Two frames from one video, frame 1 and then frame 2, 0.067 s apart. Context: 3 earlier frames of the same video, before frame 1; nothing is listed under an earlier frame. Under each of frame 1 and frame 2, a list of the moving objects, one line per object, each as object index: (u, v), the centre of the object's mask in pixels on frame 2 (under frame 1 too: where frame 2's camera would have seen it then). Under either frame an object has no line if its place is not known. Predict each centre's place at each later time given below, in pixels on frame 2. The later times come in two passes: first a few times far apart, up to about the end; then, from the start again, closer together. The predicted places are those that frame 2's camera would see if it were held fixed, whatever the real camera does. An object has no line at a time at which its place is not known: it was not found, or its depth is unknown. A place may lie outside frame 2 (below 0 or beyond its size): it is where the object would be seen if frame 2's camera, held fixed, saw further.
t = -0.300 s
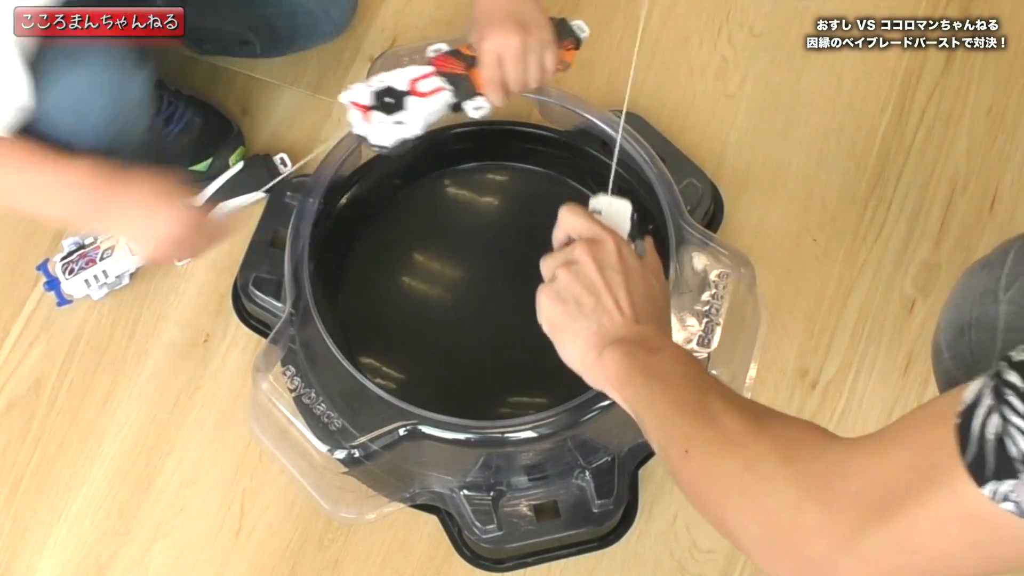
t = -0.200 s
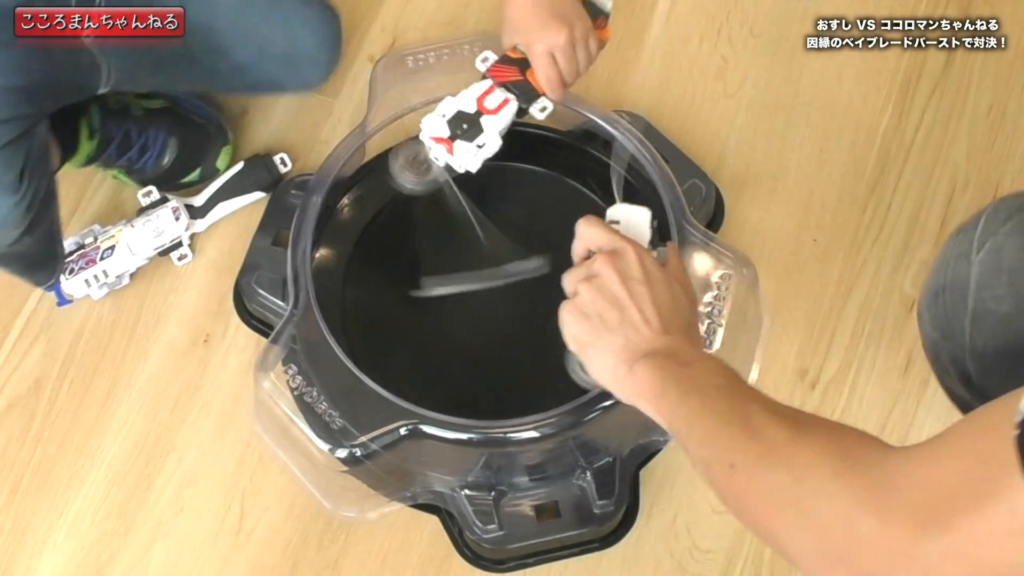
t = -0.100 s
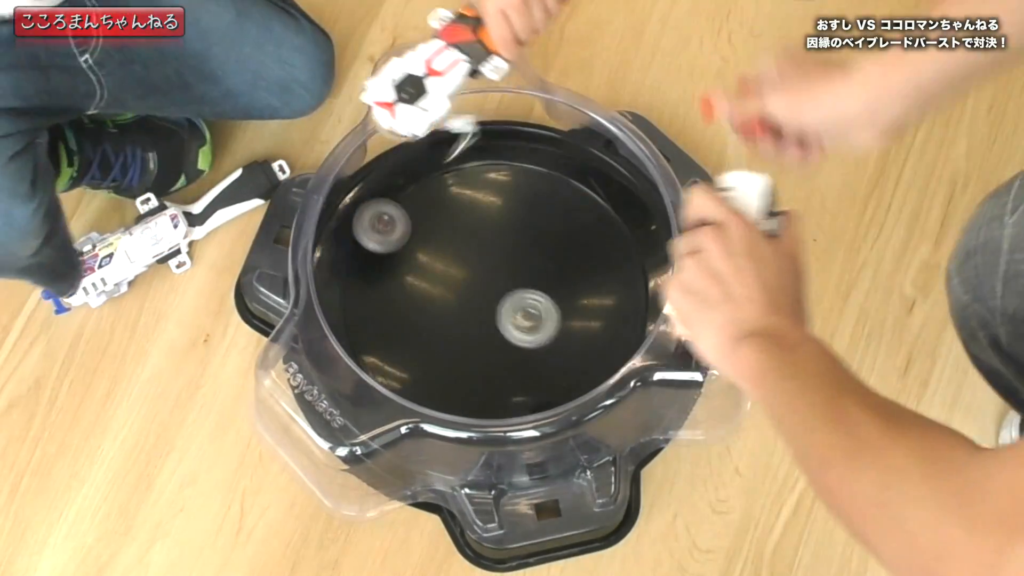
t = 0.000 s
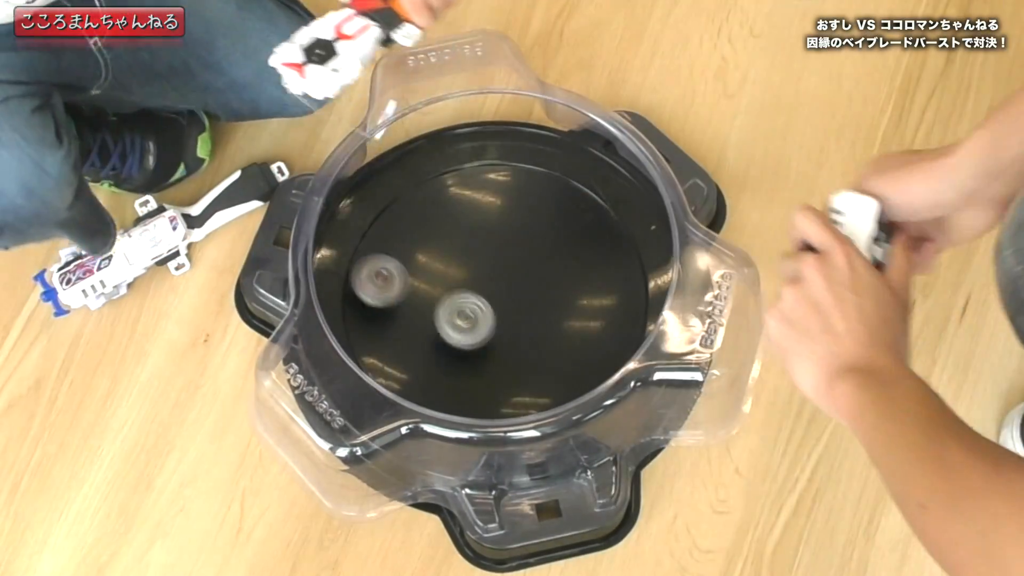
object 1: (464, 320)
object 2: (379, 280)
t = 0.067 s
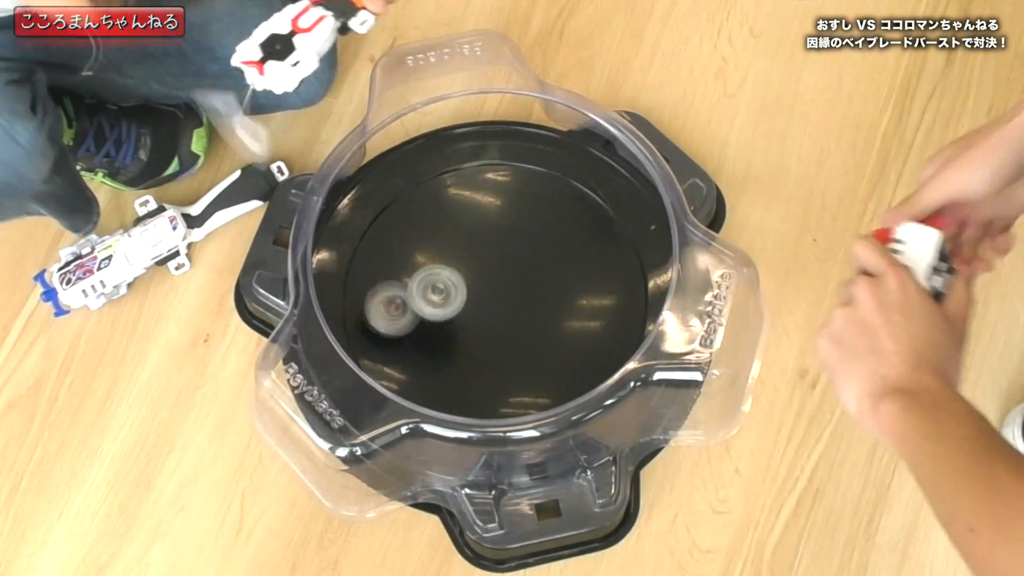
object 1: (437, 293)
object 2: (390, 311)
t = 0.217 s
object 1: (498, 268)
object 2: (376, 325)
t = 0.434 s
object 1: (557, 230)
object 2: (456, 304)
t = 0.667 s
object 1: (570, 194)
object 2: (486, 247)
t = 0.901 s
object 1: (529, 207)
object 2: (445, 235)
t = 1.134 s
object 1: (529, 270)
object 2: (394, 270)
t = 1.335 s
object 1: (564, 315)
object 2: (462, 311)
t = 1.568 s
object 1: (589, 345)
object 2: (549, 252)
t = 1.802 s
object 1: (561, 332)
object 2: (527, 185)
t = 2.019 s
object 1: (499, 288)
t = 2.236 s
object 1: (464, 341)
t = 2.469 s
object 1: (492, 371)
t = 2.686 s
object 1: (540, 346)
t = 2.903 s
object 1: (527, 334)
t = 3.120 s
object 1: (462, 329)
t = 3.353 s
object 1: (420, 348)
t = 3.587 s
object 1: (458, 337)
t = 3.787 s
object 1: (420, 328)
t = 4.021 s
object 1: (401, 317)
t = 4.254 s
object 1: (441, 297)
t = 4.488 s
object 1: (443, 269)
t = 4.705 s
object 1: (438, 239)
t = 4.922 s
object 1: (439, 235)
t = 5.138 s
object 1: (477, 273)
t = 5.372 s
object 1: (481, 235)
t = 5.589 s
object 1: (474, 280)
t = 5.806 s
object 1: (523, 291)
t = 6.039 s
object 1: (502, 304)
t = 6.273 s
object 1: (453, 302)
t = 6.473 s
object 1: (494, 280)
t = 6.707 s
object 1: (497, 310)
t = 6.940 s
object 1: (489, 249)
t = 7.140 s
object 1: (514, 302)
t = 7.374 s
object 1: (471, 295)
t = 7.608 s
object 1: (485, 297)
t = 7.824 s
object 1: (502, 276)
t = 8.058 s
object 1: (488, 306)
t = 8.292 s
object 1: (487, 270)
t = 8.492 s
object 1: (506, 309)
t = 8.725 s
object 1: (492, 278)
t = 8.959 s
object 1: (505, 310)
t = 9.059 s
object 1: (494, 307)
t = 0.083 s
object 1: (442, 287)
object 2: (387, 311)
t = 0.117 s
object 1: (455, 278)
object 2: (376, 317)
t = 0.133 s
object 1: (461, 277)
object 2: (372, 320)
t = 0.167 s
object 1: (474, 277)
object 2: (370, 323)
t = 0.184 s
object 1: (482, 276)
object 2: (371, 323)
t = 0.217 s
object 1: (498, 268)
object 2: (376, 325)
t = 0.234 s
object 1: (505, 266)
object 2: (380, 325)
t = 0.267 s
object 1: (519, 259)
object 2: (390, 325)
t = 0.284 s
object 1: (525, 256)
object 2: (395, 324)
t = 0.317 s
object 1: (536, 249)
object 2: (408, 322)
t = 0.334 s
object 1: (541, 246)
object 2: (415, 321)
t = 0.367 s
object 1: (548, 240)
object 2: (429, 317)
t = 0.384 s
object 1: (551, 237)
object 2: (435, 314)
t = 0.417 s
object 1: (556, 232)
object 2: (449, 308)
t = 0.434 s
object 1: (557, 230)
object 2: (456, 304)
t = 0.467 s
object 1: (558, 226)
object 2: (471, 295)
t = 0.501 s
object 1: (557, 222)
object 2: (485, 284)
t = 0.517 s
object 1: (555, 221)
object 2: (491, 278)
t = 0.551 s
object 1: (551, 219)
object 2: (504, 266)
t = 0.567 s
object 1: (548, 219)
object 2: (510, 259)
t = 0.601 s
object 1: (556, 210)
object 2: (503, 253)
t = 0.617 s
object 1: (561, 205)
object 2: (499, 252)
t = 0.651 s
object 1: (568, 197)
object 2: (490, 249)
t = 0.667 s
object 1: (570, 194)
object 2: (486, 247)
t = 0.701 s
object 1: (573, 188)
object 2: (478, 243)
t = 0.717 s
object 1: (574, 185)
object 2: (474, 242)
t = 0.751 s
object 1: (572, 184)
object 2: (467, 238)
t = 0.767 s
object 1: (569, 184)
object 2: (464, 236)
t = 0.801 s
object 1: (562, 187)
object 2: (458, 233)
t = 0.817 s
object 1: (558, 190)
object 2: (455, 232)
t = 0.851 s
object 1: (548, 195)
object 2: (450, 232)
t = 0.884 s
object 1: (536, 202)
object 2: (447, 234)
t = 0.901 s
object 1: (529, 207)
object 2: (445, 235)
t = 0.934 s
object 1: (516, 215)
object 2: (442, 238)
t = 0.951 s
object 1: (509, 220)
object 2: (441, 239)
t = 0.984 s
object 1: (497, 230)
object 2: (439, 243)
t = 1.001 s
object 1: (499, 234)
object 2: (430, 245)
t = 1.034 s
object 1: (506, 243)
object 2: (414, 251)
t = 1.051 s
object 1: (510, 247)
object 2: (408, 254)
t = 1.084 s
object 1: (518, 256)
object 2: (399, 260)
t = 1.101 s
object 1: (522, 261)
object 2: (396, 263)
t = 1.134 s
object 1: (529, 270)
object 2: (394, 270)
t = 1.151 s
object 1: (533, 275)
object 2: (396, 274)
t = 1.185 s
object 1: (540, 285)
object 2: (401, 282)
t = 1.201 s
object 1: (543, 289)
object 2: (405, 287)
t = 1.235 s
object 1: (549, 297)
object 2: (416, 295)
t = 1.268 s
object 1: (555, 304)
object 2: (430, 302)
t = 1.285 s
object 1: (557, 308)
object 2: (438, 305)
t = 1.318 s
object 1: (562, 313)
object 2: (454, 309)
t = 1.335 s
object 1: (564, 315)
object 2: (462, 311)
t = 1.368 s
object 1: (567, 319)
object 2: (478, 312)
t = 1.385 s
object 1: (568, 320)
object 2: (487, 312)
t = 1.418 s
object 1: (569, 321)
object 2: (503, 310)
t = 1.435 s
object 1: (570, 322)
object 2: (511, 309)
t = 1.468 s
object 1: (574, 326)
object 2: (524, 298)
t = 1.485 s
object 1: (578, 331)
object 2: (528, 291)
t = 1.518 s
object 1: (584, 338)
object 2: (538, 275)
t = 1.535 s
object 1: (586, 341)
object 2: (543, 268)
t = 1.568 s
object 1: (589, 345)
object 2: (549, 252)
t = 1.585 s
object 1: (590, 347)
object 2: (552, 246)
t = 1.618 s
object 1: (590, 349)
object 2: (555, 231)
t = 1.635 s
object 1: (589, 349)
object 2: (556, 224)
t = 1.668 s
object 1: (586, 349)
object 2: (555, 212)
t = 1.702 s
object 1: (581, 347)
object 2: (551, 202)
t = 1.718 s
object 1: (579, 345)
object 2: (548, 197)
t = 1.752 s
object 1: (572, 341)
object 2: (541, 190)
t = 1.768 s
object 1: (568, 338)
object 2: (537, 189)
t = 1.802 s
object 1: (561, 332)
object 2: (527, 185)
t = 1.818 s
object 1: (556, 329)
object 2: (523, 186)
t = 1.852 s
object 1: (547, 321)
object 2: (512, 188)
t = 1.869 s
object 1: (542, 318)
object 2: (508, 191)
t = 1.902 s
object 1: (532, 310)
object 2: (500, 196)
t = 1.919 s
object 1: (527, 306)
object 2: (496, 200)
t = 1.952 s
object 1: (517, 300)
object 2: (490, 208)
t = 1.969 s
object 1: (512, 296)
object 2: (487, 212)
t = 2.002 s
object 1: (503, 290)
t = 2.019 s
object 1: (499, 288)
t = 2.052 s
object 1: (490, 288)
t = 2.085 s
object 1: (482, 297)
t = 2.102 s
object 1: (479, 301)
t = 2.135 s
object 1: (473, 312)
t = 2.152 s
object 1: (471, 316)
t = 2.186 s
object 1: (466, 326)
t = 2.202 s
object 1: (465, 332)
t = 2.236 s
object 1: (464, 341)
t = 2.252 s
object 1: (463, 346)
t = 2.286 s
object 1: (464, 354)
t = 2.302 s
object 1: (465, 358)
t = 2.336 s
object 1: (468, 363)
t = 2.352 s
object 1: (469, 367)
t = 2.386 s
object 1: (475, 370)
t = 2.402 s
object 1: (478, 371)
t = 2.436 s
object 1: (484, 373)
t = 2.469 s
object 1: (492, 371)
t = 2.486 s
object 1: (496, 370)
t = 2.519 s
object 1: (505, 368)
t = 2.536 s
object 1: (509, 366)
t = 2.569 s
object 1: (517, 362)
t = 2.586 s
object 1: (521, 359)
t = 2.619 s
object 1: (529, 353)
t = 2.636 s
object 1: (533, 350)
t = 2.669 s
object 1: (538, 346)
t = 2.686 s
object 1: (540, 346)
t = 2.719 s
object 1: (542, 347)
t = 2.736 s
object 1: (543, 347)
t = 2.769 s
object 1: (543, 345)
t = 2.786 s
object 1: (542, 345)
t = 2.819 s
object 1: (539, 342)
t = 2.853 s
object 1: (535, 339)
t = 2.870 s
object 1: (532, 337)
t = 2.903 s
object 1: (527, 334)
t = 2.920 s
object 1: (524, 332)
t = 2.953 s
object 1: (516, 329)
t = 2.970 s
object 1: (512, 327)
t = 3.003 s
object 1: (504, 324)
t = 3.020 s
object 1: (499, 322)
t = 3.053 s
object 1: (489, 322)
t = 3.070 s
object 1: (482, 323)
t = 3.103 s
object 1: (469, 327)
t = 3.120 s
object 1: (462, 329)
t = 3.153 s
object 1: (450, 332)
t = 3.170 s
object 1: (445, 334)
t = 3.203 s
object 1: (436, 336)
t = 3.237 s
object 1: (429, 339)
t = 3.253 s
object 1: (426, 341)
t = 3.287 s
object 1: (422, 344)
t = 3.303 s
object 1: (421, 345)
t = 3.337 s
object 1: (420, 347)
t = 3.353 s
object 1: (420, 348)
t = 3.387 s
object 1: (421, 349)
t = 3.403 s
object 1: (422, 350)
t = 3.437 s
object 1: (427, 350)
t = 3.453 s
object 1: (429, 349)
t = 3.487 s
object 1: (436, 348)
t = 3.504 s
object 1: (439, 347)
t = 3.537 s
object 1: (447, 344)
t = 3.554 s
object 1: (450, 341)
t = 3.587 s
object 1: (458, 337)
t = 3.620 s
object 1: (462, 332)
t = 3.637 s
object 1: (458, 333)
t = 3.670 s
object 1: (449, 333)
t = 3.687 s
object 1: (444, 333)
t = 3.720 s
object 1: (436, 332)
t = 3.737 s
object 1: (431, 331)
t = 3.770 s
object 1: (423, 329)
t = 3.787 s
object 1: (420, 328)
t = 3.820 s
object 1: (413, 326)
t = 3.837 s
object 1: (410, 326)
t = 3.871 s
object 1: (406, 324)
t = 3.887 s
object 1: (404, 323)
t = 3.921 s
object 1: (401, 321)
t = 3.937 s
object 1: (401, 320)
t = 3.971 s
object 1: (400, 319)
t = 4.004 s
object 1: (400, 317)
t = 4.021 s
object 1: (401, 317)
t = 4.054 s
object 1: (403, 315)
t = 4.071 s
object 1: (405, 314)
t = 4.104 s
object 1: (409, 312)
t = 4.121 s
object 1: (411, 311)
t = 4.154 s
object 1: (417, 308)
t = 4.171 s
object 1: (421, 307)
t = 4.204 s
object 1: (428, 303)
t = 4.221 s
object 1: (432, 301)
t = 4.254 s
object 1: (441, 297)
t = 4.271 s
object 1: (442, 295)
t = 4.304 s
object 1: (441, 294)
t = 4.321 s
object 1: (441, 293)
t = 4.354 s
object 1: (441, 290)
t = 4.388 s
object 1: (441, 286)
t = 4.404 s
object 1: (442, 283)
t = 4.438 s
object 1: (442, 278)
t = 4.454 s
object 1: (442, 275)
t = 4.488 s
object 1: (443, 269)
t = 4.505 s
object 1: (443, 267)
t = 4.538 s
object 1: (444, 263)
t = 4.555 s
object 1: (444, 261)
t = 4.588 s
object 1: (445, 257)
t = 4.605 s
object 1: (446, 255)
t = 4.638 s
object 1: (447, 252)
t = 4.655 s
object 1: (448, 251)
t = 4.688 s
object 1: (441, 242)
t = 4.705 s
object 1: (438, 239)
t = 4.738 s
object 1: (434, 234)
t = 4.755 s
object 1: (433, 232)
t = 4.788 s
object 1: (432, 229)
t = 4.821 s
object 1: (432, 227)
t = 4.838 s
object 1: (433, 227)
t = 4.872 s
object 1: (435, 229)
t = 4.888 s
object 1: (436, 231)
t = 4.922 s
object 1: (439, 235)
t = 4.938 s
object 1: (441, 238)
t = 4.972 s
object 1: (446, 244)
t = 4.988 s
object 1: (448, 247)
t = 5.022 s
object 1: (453, 253)
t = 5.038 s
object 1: (456, 256)
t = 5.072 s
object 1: (461, 262)
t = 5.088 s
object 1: (464, 265)
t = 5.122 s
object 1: (472, 271)
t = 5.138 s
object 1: (477, 273)
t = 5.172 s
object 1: (486, 276)
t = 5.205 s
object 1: (489, 273)
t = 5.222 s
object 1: (487, 268)
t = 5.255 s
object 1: (483, 260)
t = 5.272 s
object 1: (482, 255)
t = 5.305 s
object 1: (481, 247)
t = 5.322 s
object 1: (480, 244)
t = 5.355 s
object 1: (481, 238)
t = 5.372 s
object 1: (481, 235)
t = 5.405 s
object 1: (481, 230)
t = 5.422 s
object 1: (480, 229)
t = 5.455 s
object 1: (480, 229)
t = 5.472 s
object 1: (481, 230)
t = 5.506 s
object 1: (480, 245)
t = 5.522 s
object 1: (482, 257)
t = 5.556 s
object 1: (476, 263)
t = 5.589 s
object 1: (474, 280)
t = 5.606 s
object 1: (477, 292)
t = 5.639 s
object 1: (494, 309)
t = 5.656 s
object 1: (506, 308)
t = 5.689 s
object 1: (526, 306)
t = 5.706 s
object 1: (534, 304)
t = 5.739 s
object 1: (541, 298)
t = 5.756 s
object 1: (541, 294)
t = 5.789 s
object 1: (531, 291)
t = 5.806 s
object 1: (523, 291)
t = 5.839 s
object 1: (504, 294)
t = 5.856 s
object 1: (495, 297)
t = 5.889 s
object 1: (480, 306)
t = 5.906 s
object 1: (475, 311)
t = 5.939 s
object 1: (487, 330)
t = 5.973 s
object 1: (501, 330)
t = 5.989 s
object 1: (504, 325)
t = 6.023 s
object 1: (504, 311)
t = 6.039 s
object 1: (502, 304)
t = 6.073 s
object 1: (498, 294)
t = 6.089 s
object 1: (494, 291)
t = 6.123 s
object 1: (485, 301)
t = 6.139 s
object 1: (483, 304)
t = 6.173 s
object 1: (482, 305)
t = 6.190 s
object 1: (484, 305)
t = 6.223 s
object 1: (457, 306)
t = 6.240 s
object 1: (450, 306)
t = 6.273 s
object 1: (453, 302)
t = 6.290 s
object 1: (461, 299)
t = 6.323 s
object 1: (470, 287)
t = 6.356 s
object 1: (467, 272)
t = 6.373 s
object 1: (469, 270)
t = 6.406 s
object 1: (477, 273)
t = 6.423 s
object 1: (481, 274)
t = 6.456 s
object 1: (489, 278)
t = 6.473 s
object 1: (494, 280)
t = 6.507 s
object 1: (504, 282)
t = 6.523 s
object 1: (509, 284)
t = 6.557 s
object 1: (522, 296)
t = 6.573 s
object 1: (529, 302)
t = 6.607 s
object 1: (533, 315)
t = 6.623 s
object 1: (531, 321)
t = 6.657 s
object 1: (517, 320)
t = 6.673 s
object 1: (508, 318)
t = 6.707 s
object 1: (497, 310)
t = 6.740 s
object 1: (492, 306)
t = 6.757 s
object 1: (491, 304)
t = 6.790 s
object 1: (489, 300)
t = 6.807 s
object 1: (488, 297)
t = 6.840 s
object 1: (482, 294)
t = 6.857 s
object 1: (479, 288)
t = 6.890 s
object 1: (481, 271)
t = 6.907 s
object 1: (483, 263)
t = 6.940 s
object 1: (489, 249)
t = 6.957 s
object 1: (494, 245)
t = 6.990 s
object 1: (502, 245)
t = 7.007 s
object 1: (505, 246)
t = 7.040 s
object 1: (513, 254)
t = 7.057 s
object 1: (516, 260)
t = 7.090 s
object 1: (517, 277)
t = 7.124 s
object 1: (516, 293)
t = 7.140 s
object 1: (514, 302)
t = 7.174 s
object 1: (508, 315)
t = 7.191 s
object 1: (504, 321)
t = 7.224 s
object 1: (493, 325)
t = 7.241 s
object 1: (488, 325)
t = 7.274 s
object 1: (479, 322)
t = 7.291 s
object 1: (475, 320)
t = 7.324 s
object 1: (470, 312)
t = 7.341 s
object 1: (470, 307)
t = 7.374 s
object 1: (471, 295)
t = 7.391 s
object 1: (469, 294)
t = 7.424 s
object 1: (472, 293)
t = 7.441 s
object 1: (476, 292)
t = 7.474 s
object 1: (485, 288)
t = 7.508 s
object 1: (490, 286)
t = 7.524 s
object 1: (486, 287)
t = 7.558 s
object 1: (483, 291)
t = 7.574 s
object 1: (484, 294)
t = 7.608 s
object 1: (485, 297)
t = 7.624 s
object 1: (485, 297)
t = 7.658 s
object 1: (486, 296)
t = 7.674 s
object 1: (487, 295)
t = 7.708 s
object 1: (489, 294)
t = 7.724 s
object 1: (492, 290)
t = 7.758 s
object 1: (497, 280)
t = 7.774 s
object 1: (498, 277)
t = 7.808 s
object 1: (501, 275)
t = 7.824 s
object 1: (502, 276)
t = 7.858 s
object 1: (505, 281)
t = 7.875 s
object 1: (506, 283)
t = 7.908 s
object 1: (507, 289)
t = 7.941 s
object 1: (505, 296)
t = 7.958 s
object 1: (504, 299)
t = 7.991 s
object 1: (500, 303)
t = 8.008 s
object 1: (496, 305)
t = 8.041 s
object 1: (490, 307)
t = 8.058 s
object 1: (488, 306)
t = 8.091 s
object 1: (483, 304)
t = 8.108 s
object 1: (482, 302)
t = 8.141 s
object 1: (482, 297)
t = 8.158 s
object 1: (481, 295)
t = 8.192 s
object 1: (484, 292)
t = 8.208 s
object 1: (485, 289)
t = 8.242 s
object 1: (483, 274)
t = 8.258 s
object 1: (484, 270)
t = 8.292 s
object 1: (487, 270)
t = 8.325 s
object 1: (497, 274)
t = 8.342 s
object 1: (502, 278)
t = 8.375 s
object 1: (511, 285)
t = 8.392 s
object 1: (515, 290)
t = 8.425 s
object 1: (517, 297)
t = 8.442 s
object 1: (517, 301)
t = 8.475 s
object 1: (510, 307)
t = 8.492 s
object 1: (506, 309)
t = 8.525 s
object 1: (496, 311)
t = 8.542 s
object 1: (492, 310)
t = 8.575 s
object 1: (483, 306)
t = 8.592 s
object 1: (480, 302)
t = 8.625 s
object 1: (476, 293)
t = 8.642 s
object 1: (475, 289)
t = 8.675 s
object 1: (479, 282)
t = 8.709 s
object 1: (487, 277)
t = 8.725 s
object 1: (492, 278)
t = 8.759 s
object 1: (500, 279)
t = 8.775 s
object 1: (504, 280)
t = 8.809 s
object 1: (508, 287)
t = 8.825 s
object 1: (508, 291)
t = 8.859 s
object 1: (513, 293)
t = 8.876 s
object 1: (513, 295)
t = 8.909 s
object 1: (508, 299)
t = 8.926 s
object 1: (503, 302)
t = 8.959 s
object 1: (505, 310)
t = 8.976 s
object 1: (505, 311)
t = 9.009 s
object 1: (500, 312)
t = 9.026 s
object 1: (499, 312)
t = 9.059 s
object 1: (494, 307)
